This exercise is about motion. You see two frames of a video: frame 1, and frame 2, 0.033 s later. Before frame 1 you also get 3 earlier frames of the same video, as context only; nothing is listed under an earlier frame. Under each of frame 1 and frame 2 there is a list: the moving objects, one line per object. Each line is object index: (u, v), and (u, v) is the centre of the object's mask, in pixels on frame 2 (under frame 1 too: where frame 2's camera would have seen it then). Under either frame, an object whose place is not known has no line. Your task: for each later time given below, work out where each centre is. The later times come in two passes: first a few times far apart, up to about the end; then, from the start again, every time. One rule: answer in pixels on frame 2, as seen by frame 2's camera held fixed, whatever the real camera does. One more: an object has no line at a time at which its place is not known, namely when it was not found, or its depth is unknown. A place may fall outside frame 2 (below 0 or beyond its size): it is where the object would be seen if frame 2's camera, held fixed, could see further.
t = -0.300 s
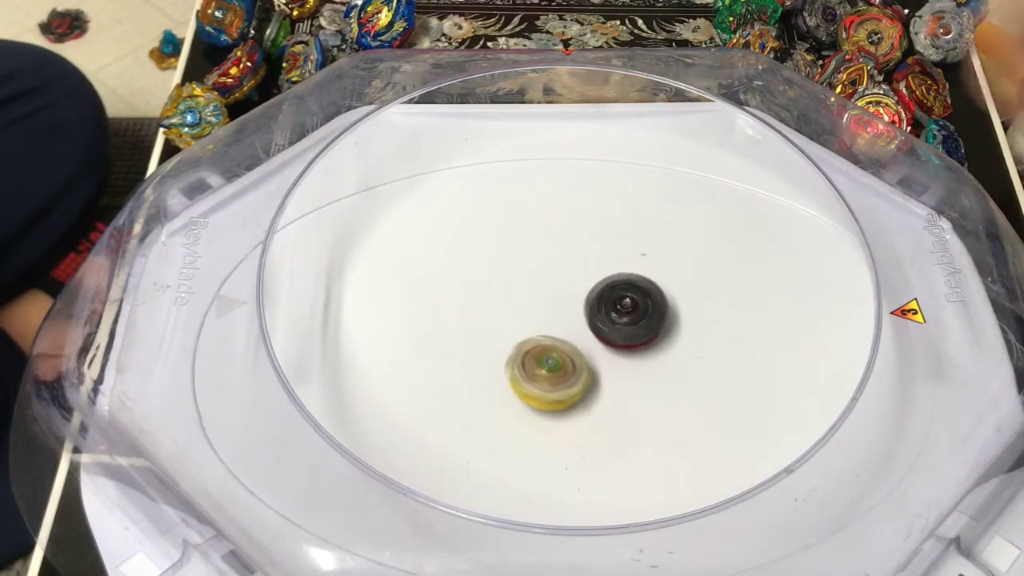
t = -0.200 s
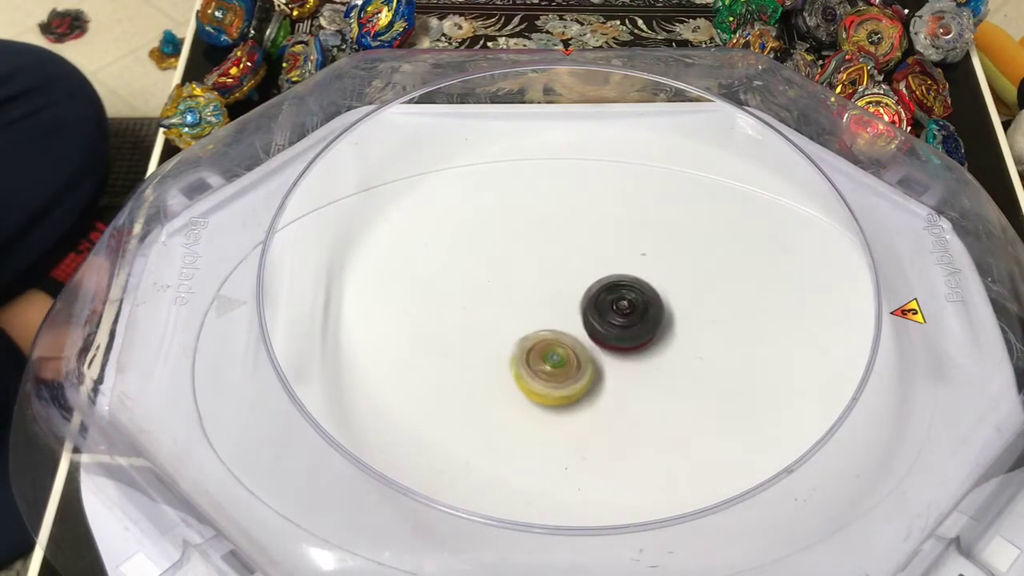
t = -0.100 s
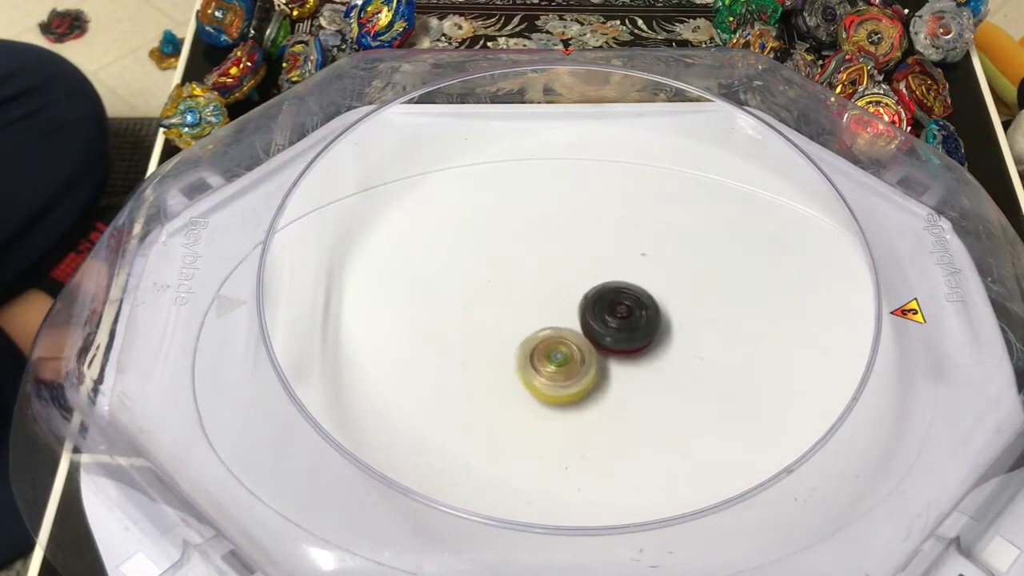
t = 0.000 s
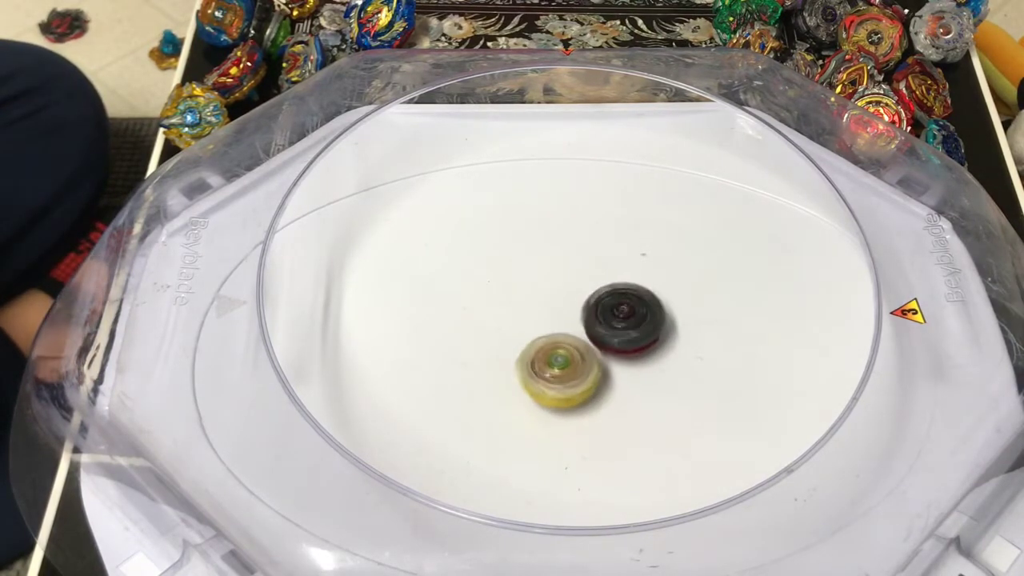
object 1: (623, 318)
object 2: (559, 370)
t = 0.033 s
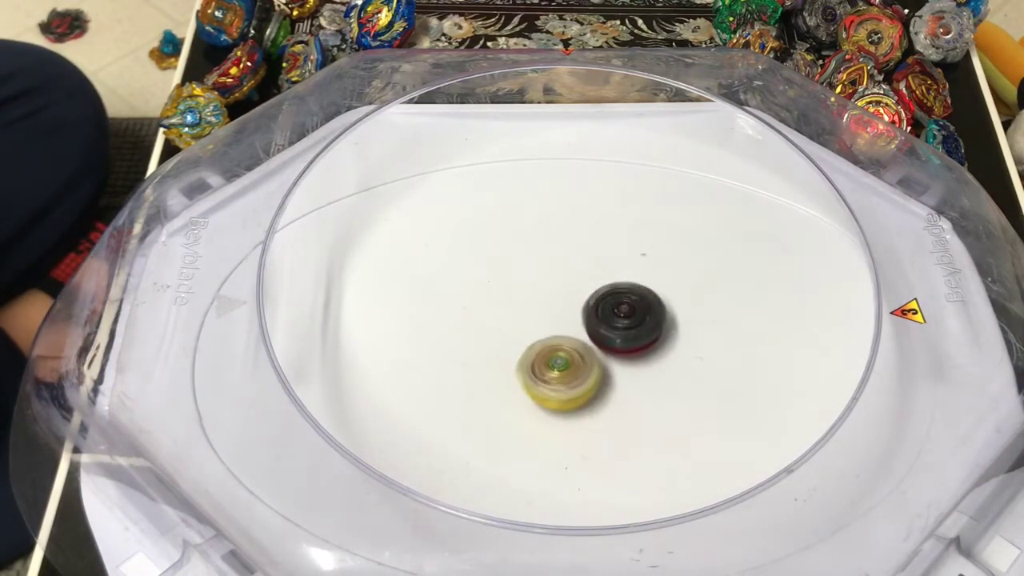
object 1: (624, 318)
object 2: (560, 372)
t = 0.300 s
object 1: (626, 321)
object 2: (559, 380)
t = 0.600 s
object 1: (629, 334)
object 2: (565, 378)
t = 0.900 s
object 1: (633, 328)
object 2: (565, 376)
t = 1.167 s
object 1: (628, 325)
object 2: (561, 379)
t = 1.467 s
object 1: (623, 327)
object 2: (562, 377)
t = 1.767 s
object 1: (621, 323)
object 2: (564, 379)
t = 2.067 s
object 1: (619, 319)
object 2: (550, 386)
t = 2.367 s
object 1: (628, 321)
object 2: (553, 378)
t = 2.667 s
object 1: (635, 319)
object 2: (558, 377)
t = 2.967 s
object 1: (637, 339)
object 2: (572, 380)
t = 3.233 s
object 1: (653, 329)
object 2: (569, 380)
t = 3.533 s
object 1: (637, 328)
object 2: (573, 376)
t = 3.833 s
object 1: (639, 329)
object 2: (568, 372)
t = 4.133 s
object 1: (636, 327)
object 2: (566, 373)
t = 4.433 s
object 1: (635, 332)
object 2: (565, 371)
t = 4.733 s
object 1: (637, 336)
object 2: (562, 371)
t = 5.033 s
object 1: (643, 338)
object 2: (558, 360)
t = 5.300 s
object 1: (634, 344)
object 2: (545, 359)
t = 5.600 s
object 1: (643, 357)
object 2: (531, 354)
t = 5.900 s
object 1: (630, 362)
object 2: (542, 357)
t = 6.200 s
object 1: (626, 373)
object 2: (530, 353)
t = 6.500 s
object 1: (616, 353)
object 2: (533, 350)
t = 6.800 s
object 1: (631, 350)
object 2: (543, 347)
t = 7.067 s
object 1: (629, 350)
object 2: (545, 346)
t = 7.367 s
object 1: (624, 347)
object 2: (545, 343)
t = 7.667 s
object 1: (622, 346)
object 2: (544, 349)
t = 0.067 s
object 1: (625, 317)
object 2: (560, 374)
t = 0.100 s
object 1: (626, 317)
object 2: (560, 375)
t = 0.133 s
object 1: (627, 317)
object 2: (560, 376)
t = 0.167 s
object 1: (628, 317)
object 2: (560, 376)
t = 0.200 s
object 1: (627, 317)
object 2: (560, 377)
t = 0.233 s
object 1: (627, 319)
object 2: (559, 379)
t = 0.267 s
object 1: (627, 320)
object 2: (558, 380)
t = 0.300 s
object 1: (626, 321)
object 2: (559, 380)
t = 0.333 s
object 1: (626, 323)
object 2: (560, 380)
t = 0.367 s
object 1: (625, 325)
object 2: (560, 380)
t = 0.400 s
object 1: (625, 327)
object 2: (561, 380)
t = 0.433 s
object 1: (625, 328)
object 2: (562, 379)
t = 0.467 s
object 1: (625, 330)
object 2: (564, 379)
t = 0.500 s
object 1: (625, 332)
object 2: (564, 379)
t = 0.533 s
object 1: (626, 333)
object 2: (563, 379)
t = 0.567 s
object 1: (628, 333)
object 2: (563, 379)
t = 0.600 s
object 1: (629, 334)
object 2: (565, 378)
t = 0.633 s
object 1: (631, 334)
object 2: (565, 379)
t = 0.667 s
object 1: (634, 333)
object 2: (563, 380)
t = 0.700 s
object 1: (636, 332)
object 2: (562, 381)
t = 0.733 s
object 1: (636, 331)
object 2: (563, 380)
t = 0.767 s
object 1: (637, 332)
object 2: (564, 380)
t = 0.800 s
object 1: (638, 331)
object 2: (564, 379)
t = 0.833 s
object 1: (637, 329)
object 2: (563, 379)
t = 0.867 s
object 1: (635, 329)
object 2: (563, 377)
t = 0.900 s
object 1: (633, 328)
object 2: (565, 376)
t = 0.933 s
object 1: (632, 329)
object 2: (567, 376)
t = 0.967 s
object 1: (634, 326)
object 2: (563, 378)
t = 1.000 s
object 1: (633, 323)
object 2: (560, 380)
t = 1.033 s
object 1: (630, 323)
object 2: (560, 380)
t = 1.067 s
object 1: (629, 325)
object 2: (562, 381)
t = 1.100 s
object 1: (630, 326)
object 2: (561, 380)
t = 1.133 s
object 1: (630, 325)
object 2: (561, 380)
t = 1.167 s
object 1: (628, 325)
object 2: (561, 379)
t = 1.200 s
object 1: (625, 326)
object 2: (562, 378)
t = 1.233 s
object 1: (623, 328)
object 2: (563, 378)
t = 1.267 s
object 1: (625, 327)
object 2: (561, 380)
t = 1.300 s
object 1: (624, 325)
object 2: (558, 381)
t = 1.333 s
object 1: (622, 326)
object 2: (559, 380)
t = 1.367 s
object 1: (622, 328)
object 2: (561, 380)
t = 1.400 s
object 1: (623, 329)
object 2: (562, 379)
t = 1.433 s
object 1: (624, 329)
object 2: (562, 378)
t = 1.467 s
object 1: (623, 327)
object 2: (562, 377)
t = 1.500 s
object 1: (621, 327)
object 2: (563, 376)
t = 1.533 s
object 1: (621, 326)
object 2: (563, 377)
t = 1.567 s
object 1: (620, 326)
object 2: (563, 378)
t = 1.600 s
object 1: (621, 325)
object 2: (564, 380)
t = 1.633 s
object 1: (621, 323)
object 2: (564, 380)
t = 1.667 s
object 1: (620, 323)
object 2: (565, 379)
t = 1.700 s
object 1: (621, 323)
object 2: (565, 379)
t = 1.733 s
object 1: (622, 323)
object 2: (564, 380)
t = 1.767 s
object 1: (621, 323)
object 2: (564, 379)
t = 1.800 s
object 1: (619, 323)
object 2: (564, 379)
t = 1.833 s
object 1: (617, 324)
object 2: (564, 379)
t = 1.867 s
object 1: (618, 323)
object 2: (560, 383)
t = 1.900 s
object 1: (619, 318)
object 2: (555, 386)
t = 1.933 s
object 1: (618, 317)
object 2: (552, 388)
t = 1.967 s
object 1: (618, 317)
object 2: (551, 388)
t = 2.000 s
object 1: (618, 318)
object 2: (551, 387)
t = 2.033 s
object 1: (618, 319)
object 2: (550, 387)
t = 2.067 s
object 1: (619, 319)
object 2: (550, 386)
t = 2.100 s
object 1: (617, 318)
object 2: (551, 383)
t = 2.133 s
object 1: (616, 320)
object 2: (552, 380)
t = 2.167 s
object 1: (616, 323)
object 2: (555, 377)
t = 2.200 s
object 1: (616, 326)
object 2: (557, 375)
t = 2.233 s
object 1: (617, 327)
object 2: (560, 373)
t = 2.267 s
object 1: (619, 327)
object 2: (562, 372)
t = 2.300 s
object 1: (623, 325)
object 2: (558, 374)
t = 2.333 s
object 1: (627, 323)
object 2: (554, 377)
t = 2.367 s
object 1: (628, 321)
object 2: (553, 378)
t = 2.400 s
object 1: (631, 322)
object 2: (555, 378)
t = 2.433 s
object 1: (634, 321)
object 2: (557, 379)
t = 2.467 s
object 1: (636, 320)
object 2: (558, 380)
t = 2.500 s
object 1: (635, 318)
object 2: (557, 381)
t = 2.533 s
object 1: (634, 316)
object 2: (556, 380)
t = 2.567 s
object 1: (634, 316)
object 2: (554, 379)
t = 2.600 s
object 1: (633, 317)
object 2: (555, 378)
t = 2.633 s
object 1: (635, 319)
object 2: (557, 378)
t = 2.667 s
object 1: (635, 319)
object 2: (558, 377)
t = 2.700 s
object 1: (634, 320)
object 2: (559, 377)
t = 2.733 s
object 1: (632, 321)
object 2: (561, 376)
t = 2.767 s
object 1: (631, 325)
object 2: (563, 375)
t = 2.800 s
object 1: (631, 328)
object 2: (566, 374)
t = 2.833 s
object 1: (633, 331)
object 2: (567, 375)
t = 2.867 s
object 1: (635, 334)
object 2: (570, 376)
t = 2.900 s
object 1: (635, 335)
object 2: (571, 378)
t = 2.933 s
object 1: (637, 337)
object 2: (571, 379)
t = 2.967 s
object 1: (637, 339)
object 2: (572, 380)
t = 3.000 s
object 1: (642, 340)
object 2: (572, 382)
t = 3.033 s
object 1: (646, 339)
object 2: (569, 384)
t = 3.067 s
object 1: (651, 337)
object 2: (568, 384)
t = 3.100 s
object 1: (655, 335)
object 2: (569, 384)
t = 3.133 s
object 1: (657, 332)
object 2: (570, 384)
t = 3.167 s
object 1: (656, 330)
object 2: (570, 383)
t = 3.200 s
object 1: (654, 329)
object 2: (569, 382)
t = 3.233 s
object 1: (653, 329)
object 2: (569, 380)
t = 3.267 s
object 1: (652, 328)
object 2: (569, 378)
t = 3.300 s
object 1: (652, 328)
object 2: (572, 376)
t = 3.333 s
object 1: (651, 327)
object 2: (574, 374)
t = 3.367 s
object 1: (647, 328)
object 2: (578, 374)
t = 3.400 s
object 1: (644, 330)
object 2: (578, 374)
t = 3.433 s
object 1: (644, 330)
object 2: (576, 376)
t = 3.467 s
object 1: (643, 328)
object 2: (573, 377)
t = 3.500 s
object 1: (640, 327)
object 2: (572, 377)
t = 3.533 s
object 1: (637, 328)
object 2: (573, 376)
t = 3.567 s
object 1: (637, 330)
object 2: (576, 377)
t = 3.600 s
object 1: (640, 330)
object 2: (575, 379)
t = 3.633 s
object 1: (641, 329)
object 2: (572, 379)
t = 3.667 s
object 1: (641, 326)
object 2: (569, 378)
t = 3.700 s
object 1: (638, 325)
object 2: (569, 375)
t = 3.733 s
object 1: (637, 326)
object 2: (570, 373)
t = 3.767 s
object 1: (635, 329)
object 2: (570, 371)
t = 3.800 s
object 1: (637, 329)
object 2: (572, 373)
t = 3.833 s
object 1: (639, 329)
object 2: (568, 372)
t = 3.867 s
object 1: (640, 328)
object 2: (568, 371)
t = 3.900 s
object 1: (639, 326)
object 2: (567, 368)
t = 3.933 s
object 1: (637, 327)
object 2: (567, 367)
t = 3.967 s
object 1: (636, 327)
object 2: (572, 367)
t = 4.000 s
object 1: (637, 328)
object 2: (575, 369)
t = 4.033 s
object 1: (637, 326)
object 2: (575, 372)
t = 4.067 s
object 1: (638, 327)
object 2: (572, 373)
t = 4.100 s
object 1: (637, 327)
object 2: (567, 374)
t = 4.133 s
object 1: (636, 327)
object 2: (566, 373)
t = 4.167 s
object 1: (636, 329)
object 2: (565, 372)
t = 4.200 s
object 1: (637, 331)
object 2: (566, 371)
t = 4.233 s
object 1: (640, 331)
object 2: (568, 372)
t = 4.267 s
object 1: (642, 331)
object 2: (569, 373)
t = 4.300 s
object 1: (641, 330)
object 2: (569, 373)
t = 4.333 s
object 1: (640, 329)
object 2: (568, 373)
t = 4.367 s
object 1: (638, 329)
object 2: (567, 373)
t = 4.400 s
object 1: (636, 330)
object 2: (566, 372)
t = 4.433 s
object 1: (635, 332)
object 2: (565, 371)
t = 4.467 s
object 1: (635, 334)
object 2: (564, 371)
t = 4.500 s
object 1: (636, 335)
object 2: (563, 371)
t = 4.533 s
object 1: (639, 336)
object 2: (562, 371)
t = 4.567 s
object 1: (641, 337)
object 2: (561, 371)
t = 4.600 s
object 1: (642, 336)
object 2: (562, 371)
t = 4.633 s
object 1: (642, 335)
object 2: (562, 371)
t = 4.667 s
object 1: (641, 335)
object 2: (564, 371)
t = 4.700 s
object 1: (639, 335)
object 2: (564, 371)
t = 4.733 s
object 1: (637, 336)
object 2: (562, 371)
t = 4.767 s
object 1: (637, 335)
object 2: (557, 369)
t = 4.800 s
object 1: (640, 335)
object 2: (551, 367)
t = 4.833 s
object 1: (643, 335)
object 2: (550, 365)
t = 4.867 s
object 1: (644, 336)
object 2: (552, 362)
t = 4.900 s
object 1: (645, 337)
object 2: (556, 361)
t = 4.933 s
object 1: (647, 337)
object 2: (559, 360)
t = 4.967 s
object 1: (646, 338)
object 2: (559, 361)
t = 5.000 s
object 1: (645, 339)
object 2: (559, 360)
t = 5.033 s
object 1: (643, 338)
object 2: (558, 360)
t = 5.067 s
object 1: (642, 340)
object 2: (557, 361)
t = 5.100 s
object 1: (640, 340)
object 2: (554, 361)
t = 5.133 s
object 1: (638, 343)
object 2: (554, 360)
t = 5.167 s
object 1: (637, 345)
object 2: (553, 360)
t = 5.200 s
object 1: (637, 347)
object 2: (553, 360)
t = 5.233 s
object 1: (641, 349)
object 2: (550, 360)
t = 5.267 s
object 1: (639, 347)
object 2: (547, 359)
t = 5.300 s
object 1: (634, 344)
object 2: (545, 359)
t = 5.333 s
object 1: (628, 345)
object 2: (545, 359)
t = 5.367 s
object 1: (625, 346)
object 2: (545, 358)
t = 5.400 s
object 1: (626, 349)
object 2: (544, 357)
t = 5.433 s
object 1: (631, 350)
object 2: (537, 358)
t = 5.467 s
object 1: (636, 353)
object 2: (531, 357)
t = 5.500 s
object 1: (639, 355)
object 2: (526, 357)
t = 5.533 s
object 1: (643, 356)
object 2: (525, 356)
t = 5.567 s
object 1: (644, 356)
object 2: (528, 354)
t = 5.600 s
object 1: (643, 357)
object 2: (531, 354)
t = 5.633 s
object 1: (641, 358)
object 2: (535, 357)
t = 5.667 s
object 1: (637, 359)
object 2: (538, 359)
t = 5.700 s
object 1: (633, 360)
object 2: (537, 360)
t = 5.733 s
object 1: (632, 363)
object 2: (540, 360)
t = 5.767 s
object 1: (632, 363)
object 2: (541, 359)
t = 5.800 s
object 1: (632, 362)
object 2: (544, 359)
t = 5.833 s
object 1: (629, 361)
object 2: (544, 358)
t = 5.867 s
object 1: (628, 361)
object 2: (544, 358)
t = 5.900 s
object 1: (630, 362)
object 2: (542, 357)
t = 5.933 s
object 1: (632, 363)
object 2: (541, 356)
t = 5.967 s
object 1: (631, 363)
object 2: (542, 355)
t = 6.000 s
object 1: (631, 363)
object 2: (542, 353)
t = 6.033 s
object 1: (631, 364)
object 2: (541, 353)
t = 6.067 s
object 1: (630, 365)
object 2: (539, 353)
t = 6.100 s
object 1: (628, 369)
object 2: (535, 351)
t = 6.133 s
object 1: (626, 372)
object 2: (533, 352)
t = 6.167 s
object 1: (628, 373)
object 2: (531, 353)
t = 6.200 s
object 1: (626, 373)
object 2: (530, 353)
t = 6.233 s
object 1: (621, 370)
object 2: (531, 353)
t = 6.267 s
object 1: (617, 369)
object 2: (533, 353)
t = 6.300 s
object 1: (614, 366)
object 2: (531, 354)
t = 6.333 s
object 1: (614, 364)
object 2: (530, 354)
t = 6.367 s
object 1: (615, 363)
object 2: (529, 352)
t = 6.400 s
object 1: (615, 360)
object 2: (531, 352)
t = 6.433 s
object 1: (614, 357)
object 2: (533, 351)
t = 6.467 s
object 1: (614, 355)
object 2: (535, 351)
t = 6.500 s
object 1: (616, 353)
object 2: (533, 350)
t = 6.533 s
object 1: (619, 350)
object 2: (530, 349)
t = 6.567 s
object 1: (622, 349)
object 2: (526, 348)
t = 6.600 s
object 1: (624, 349)
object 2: (526, 349)
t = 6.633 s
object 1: (627, 350)
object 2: (527, 348)
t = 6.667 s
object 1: (630, 351)
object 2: (530, 347)
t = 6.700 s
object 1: (629, 350)
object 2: (533, 346)
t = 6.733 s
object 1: (629, 350)
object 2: (537, 347)
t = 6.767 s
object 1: (630, 350)
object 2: (540, 347)
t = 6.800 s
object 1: (631, 350)
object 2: (543, 347)
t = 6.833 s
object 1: (629, 350)
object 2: (545, 348)
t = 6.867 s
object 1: (627, 349)
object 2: (546, 348)
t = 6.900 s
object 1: (625, 350)
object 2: (546, 349)
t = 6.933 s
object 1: (626, 352)
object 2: (546, 349)
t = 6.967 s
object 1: (627, 348)
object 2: (545, 348)
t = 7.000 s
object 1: (627, 352)
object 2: (545, 348)
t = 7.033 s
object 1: (628, 349)
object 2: (545, 347)
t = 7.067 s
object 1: (629, 350)
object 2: (545, 346)
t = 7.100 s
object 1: (628, 350)
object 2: (545, 346)
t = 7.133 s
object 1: (628, 349)
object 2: (545, 345)
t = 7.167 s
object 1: (628, 349)
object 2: (545, 345)
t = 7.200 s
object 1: (628, 349)
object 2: (545, 345)
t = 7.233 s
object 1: (627, 349)
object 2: (545, 344)
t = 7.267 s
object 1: (627, 350)
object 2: (545, 343)
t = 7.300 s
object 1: (626, 349)
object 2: (545, 343)
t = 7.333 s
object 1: (625, 348)
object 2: (545, 342)
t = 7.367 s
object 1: (624, 347)
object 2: (545, 343)
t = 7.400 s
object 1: (623, 347)
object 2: (544, 343)
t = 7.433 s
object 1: (623, 347)
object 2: (544, 344)
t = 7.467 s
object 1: (623, 346)
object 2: (544, 345)
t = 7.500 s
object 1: (623, 346)
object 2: (545, 345)
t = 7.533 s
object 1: (622, 346)
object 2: (545, 346)
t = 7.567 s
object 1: (622, 346)
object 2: (544, 347)
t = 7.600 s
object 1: (622, 346)
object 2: (544, 348)
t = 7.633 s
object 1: (622, 346)
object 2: (544, 348)
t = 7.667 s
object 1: (622, 346)
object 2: (544, 349)
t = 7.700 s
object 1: (622, 346)
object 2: (544, 349)
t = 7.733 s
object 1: (622, 346)
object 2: (544, 348)
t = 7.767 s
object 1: (622, 346)
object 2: (544, 348)
